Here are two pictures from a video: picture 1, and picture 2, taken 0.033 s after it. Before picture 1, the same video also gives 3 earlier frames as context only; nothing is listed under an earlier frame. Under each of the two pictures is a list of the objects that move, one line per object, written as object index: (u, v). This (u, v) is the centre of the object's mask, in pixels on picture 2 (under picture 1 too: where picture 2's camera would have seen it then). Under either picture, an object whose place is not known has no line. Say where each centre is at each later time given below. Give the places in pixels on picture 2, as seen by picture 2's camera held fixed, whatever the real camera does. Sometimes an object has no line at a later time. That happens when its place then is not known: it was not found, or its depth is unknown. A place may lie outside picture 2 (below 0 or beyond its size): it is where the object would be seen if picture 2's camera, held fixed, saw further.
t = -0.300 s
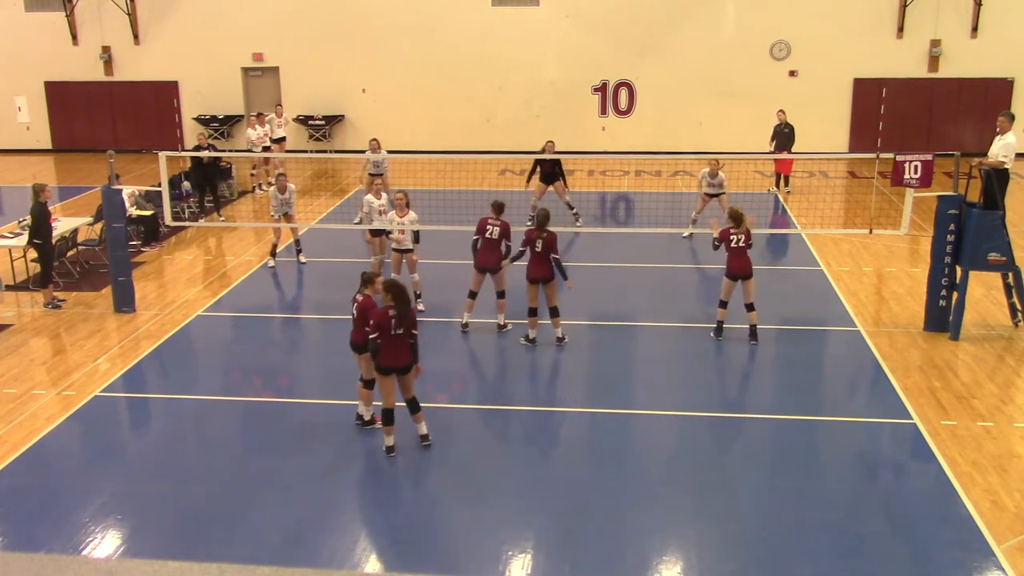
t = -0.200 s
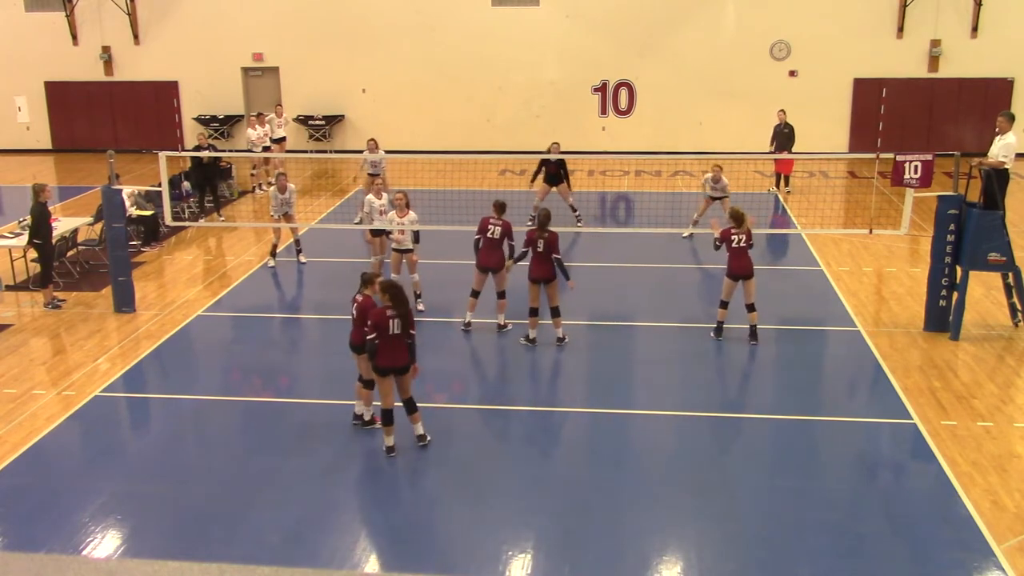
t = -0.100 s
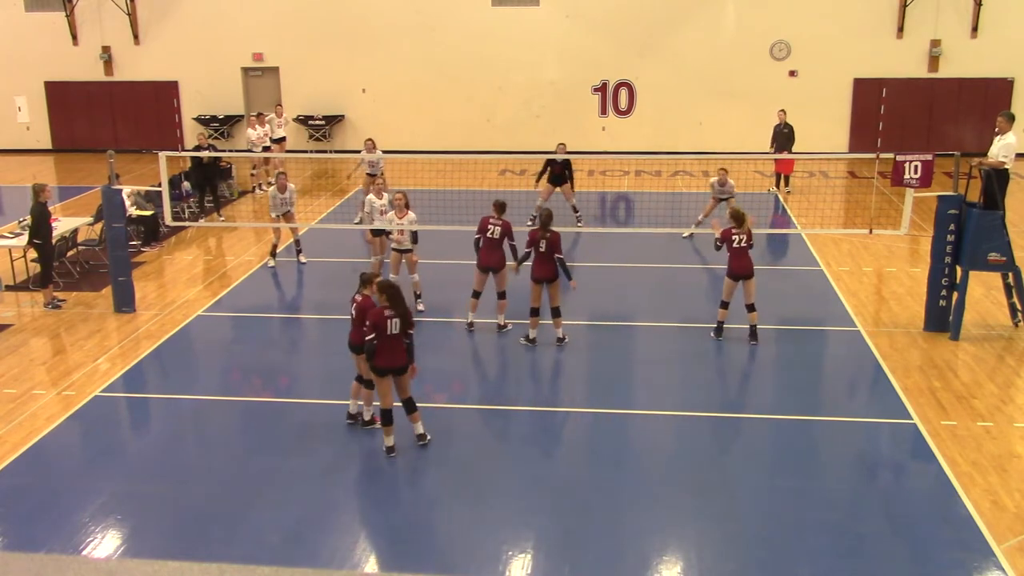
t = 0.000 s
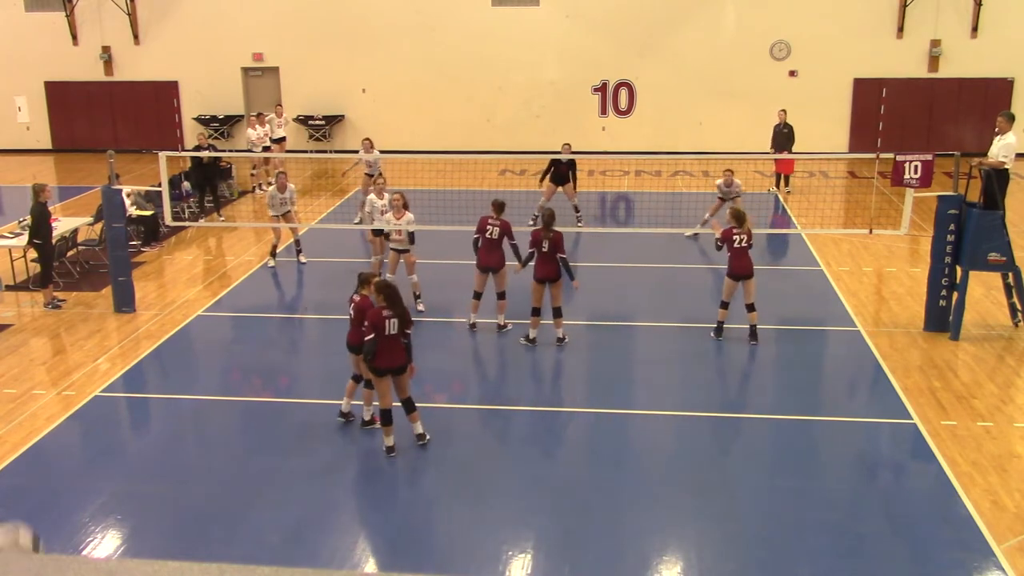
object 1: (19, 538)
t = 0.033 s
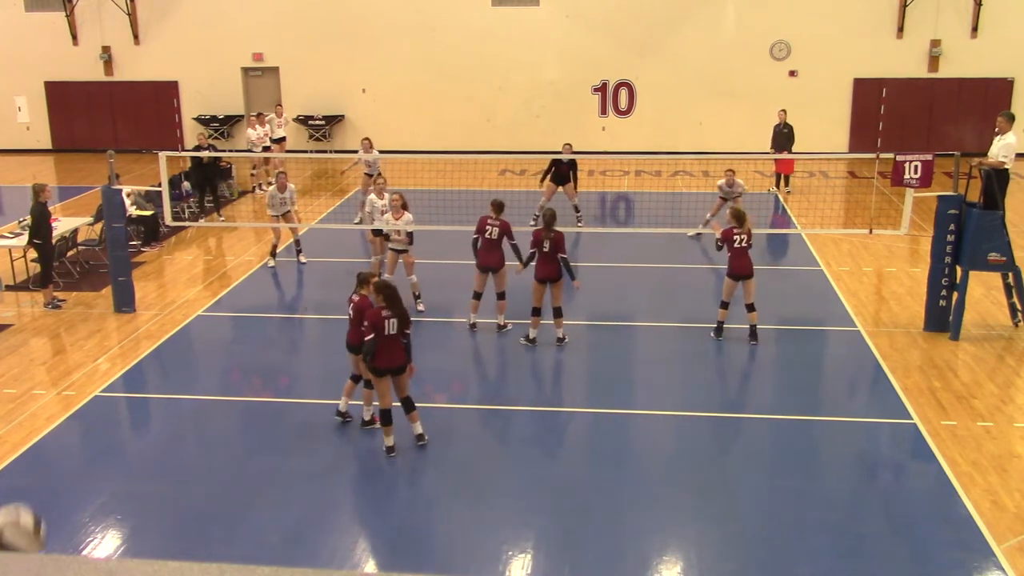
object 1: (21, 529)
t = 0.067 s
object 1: (22, 519)
